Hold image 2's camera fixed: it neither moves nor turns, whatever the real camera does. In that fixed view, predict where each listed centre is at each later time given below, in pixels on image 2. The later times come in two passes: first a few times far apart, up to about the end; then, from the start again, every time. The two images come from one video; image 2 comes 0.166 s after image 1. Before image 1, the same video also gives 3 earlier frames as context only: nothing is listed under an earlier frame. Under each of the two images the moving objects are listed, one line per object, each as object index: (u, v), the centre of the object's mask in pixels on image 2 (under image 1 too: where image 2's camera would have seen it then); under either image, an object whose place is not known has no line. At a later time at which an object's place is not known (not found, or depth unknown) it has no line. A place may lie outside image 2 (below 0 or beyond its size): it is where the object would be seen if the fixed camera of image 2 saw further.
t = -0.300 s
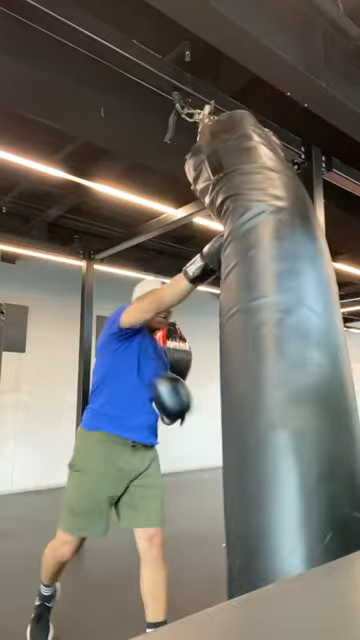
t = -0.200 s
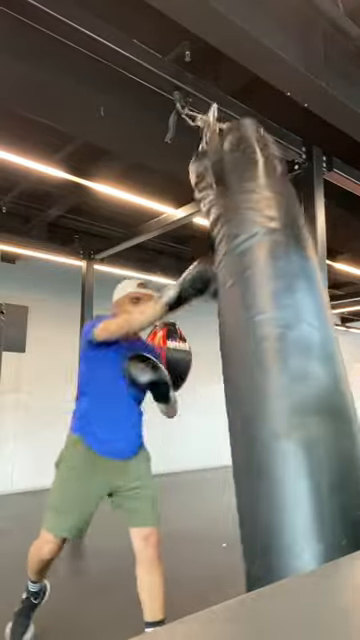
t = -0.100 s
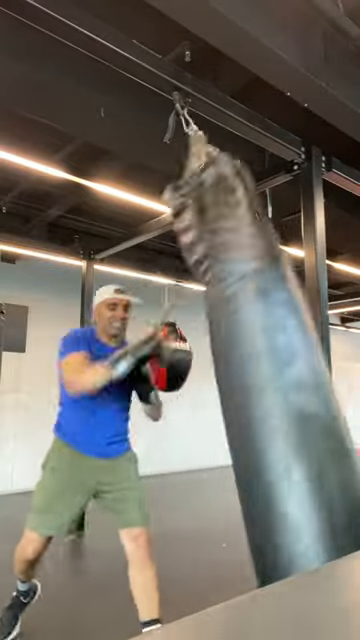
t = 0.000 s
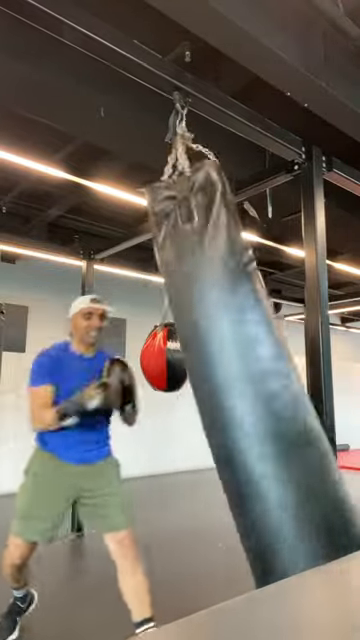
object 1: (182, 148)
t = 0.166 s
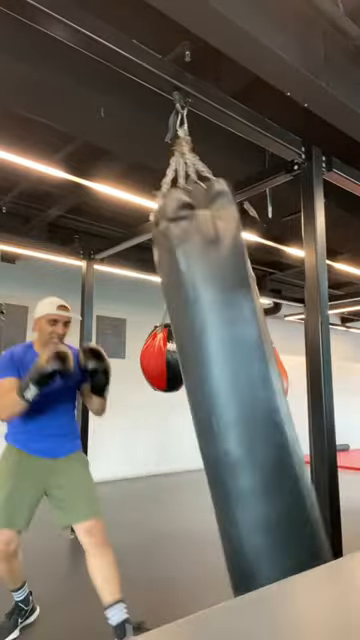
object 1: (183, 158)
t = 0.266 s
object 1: (195, 158)
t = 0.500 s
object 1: (181, 162)
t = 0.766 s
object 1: (181, 164)
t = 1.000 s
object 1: (175, 161)
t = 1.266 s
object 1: (173, 162)
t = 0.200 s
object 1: (191, 158)
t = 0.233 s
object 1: (194, 159)
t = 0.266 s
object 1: (195, 158)
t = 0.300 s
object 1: (196, 156)
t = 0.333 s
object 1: (196, 156)
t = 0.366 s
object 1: (192, 161)
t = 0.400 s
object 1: (188, 161)
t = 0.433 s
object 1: (185, 159)
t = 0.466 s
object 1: (182, 160)
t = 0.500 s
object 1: (181, 162)
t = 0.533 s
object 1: (181, 163)
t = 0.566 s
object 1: (181, 163)
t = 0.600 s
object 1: (182, 163)
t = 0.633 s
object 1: (183, 164)
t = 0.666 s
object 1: (184, 164)
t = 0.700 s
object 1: (183, 163)
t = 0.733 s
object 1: (182, 164)
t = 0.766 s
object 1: (181, 164)
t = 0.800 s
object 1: (179, 164)
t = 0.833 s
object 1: (178, 163)
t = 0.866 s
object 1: (176, 163)
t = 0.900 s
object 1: (175, 163)
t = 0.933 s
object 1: (175, 163)
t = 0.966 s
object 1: (175, 161)
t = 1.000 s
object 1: (175, 161)
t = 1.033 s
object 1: (176, 160)
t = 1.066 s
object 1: (176, 160)
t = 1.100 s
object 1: (175, 161)
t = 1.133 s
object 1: (175, 162)
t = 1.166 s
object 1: (174, 162)
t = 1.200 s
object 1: (173, 162)
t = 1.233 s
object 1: (172, 161)
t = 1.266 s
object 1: (173, 162)
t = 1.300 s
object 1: (173, 163)
